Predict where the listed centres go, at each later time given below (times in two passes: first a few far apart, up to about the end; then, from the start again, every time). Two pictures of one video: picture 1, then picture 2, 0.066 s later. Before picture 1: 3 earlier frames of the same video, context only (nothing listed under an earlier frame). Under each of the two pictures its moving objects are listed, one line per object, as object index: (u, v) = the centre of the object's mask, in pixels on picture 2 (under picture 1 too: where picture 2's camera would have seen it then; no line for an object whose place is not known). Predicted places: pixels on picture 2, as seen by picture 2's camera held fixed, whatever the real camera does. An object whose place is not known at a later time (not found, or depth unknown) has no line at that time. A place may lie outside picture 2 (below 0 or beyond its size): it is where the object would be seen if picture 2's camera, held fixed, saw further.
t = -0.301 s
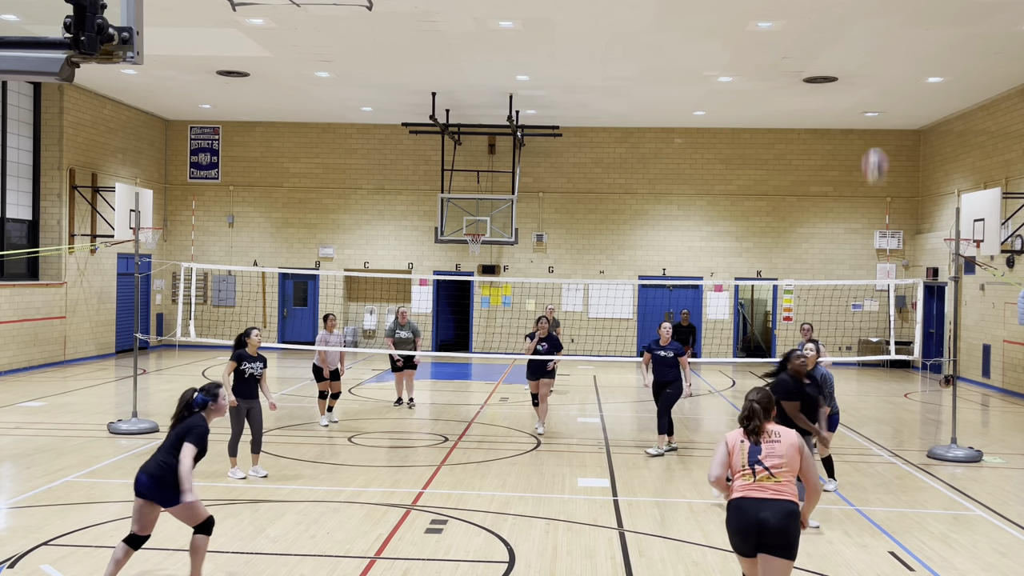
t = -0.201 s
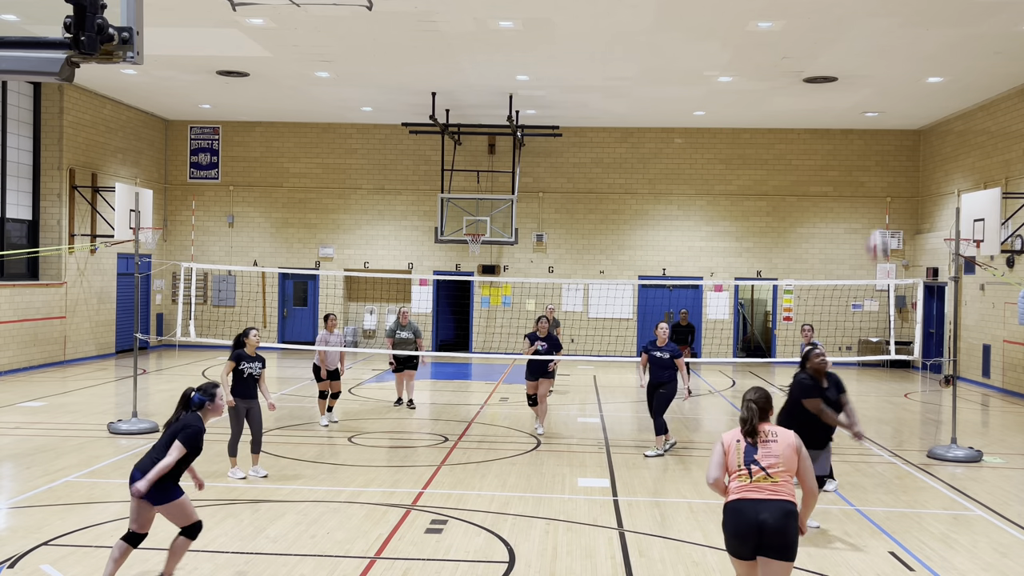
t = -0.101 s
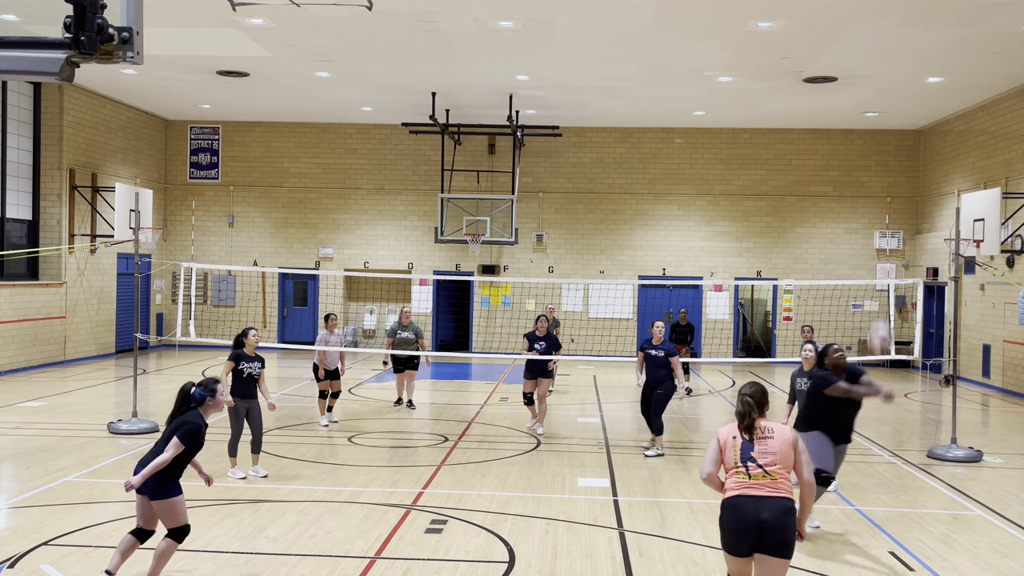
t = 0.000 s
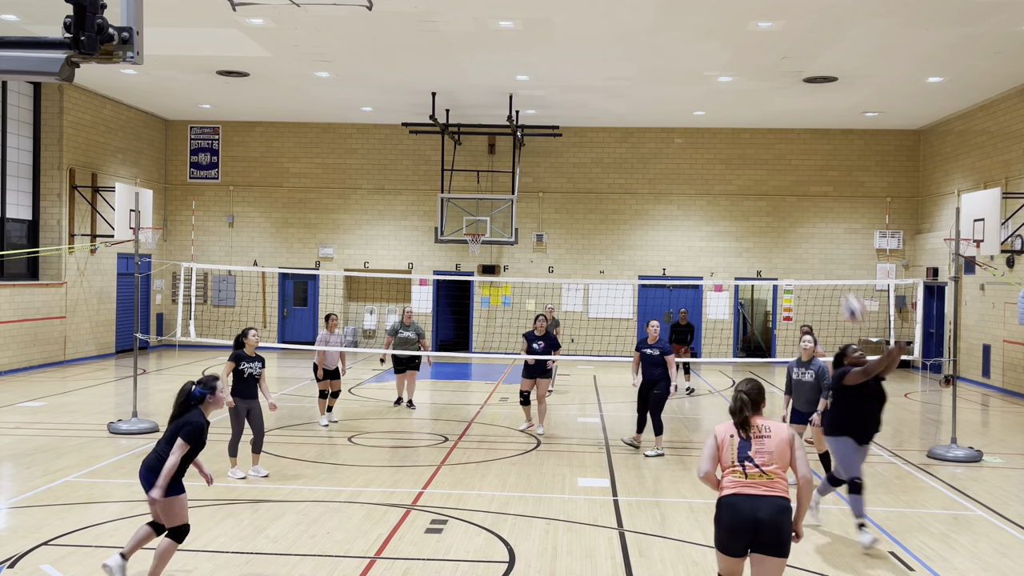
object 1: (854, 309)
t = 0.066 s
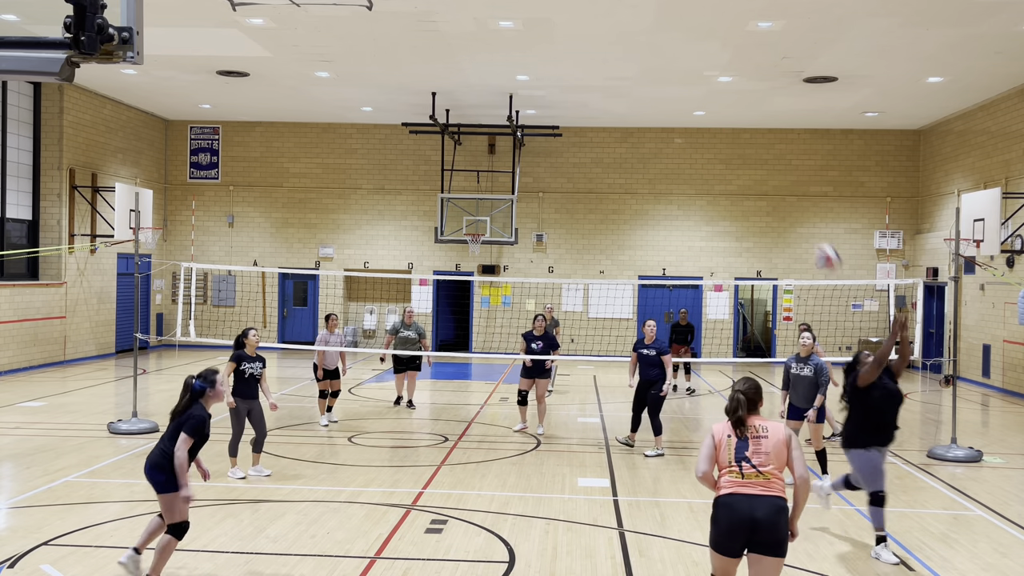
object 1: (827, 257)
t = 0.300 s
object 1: (728, 124)
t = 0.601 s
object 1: (596, 48)
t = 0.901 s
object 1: (459, 86)
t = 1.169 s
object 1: (343, 216)
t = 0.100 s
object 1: (812, 234)
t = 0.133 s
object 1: (799, 213)
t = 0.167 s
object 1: (784, 193)
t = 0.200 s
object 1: (771, 174)
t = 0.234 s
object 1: (757, 156)
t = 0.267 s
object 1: (742, 140)
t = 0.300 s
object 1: (728, 124)
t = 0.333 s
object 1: (714, 110)
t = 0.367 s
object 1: (699, 97)
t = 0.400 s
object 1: (685, 86)
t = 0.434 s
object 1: (669, 77)
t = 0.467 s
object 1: (656, 69)
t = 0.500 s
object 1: (640, 60)
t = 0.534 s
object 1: (626, 55)
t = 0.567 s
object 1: (610, 51)
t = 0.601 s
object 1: (596, 48)
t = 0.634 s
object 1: (581, 47)
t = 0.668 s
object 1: (565, 47)
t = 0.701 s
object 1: (550, 48)
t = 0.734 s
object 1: (535, 51)
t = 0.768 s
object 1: (520, 55)
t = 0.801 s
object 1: (505, 61)
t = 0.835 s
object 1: (491, 68)
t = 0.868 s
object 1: (475, 77)
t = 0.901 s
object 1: (459, 86)
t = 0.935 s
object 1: (446, 97)
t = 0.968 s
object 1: (430, 111)
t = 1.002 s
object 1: (415, 125)
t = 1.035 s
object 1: (400, 142)
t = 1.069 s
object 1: (386, 158)
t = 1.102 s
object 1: (371, 177)
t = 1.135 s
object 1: (357, 196)
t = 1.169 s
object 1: (343, 216)
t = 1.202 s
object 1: (328, 240)
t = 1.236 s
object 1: (314, 264)
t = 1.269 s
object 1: (298, 291)
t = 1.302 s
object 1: (285, 316)
